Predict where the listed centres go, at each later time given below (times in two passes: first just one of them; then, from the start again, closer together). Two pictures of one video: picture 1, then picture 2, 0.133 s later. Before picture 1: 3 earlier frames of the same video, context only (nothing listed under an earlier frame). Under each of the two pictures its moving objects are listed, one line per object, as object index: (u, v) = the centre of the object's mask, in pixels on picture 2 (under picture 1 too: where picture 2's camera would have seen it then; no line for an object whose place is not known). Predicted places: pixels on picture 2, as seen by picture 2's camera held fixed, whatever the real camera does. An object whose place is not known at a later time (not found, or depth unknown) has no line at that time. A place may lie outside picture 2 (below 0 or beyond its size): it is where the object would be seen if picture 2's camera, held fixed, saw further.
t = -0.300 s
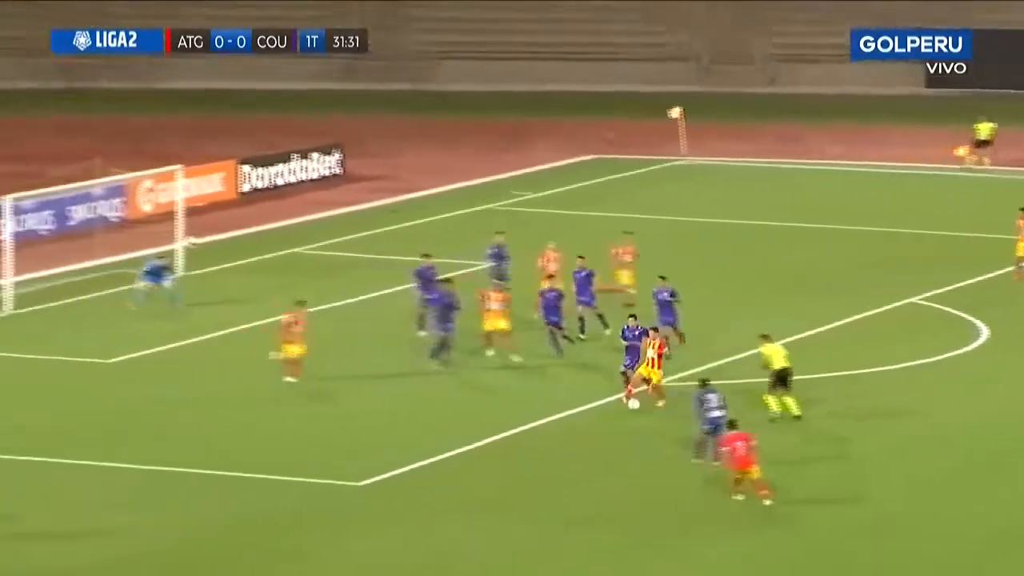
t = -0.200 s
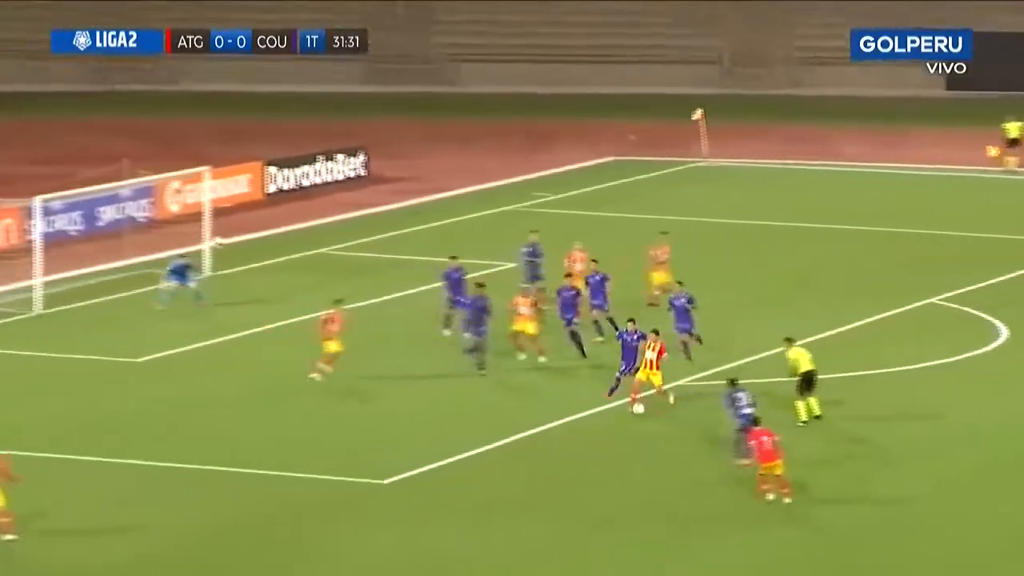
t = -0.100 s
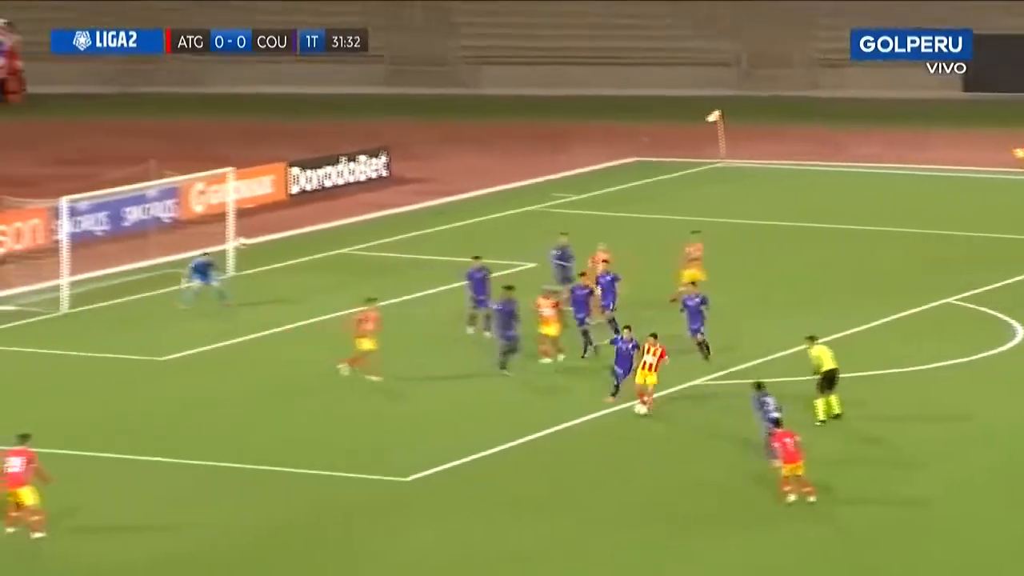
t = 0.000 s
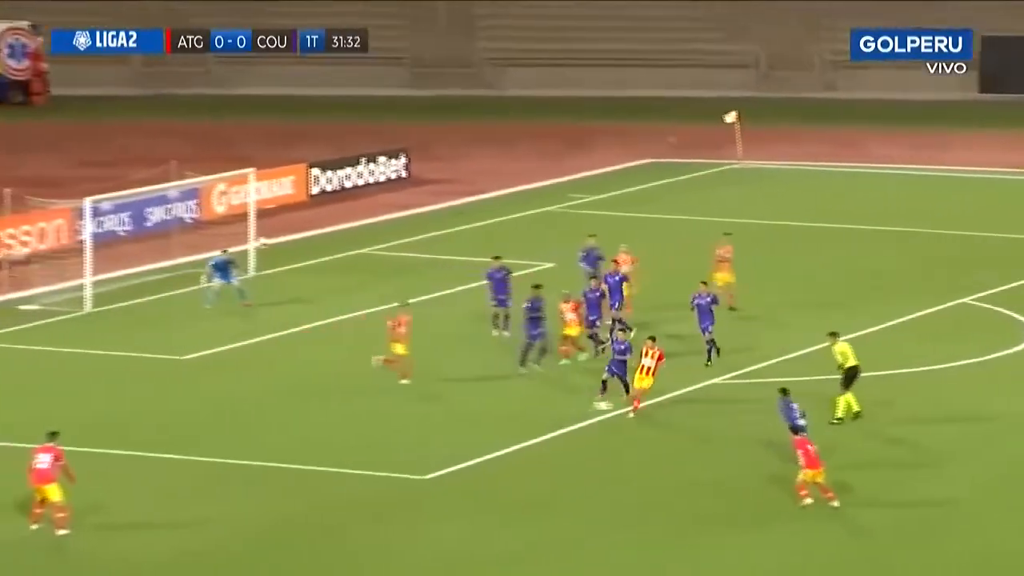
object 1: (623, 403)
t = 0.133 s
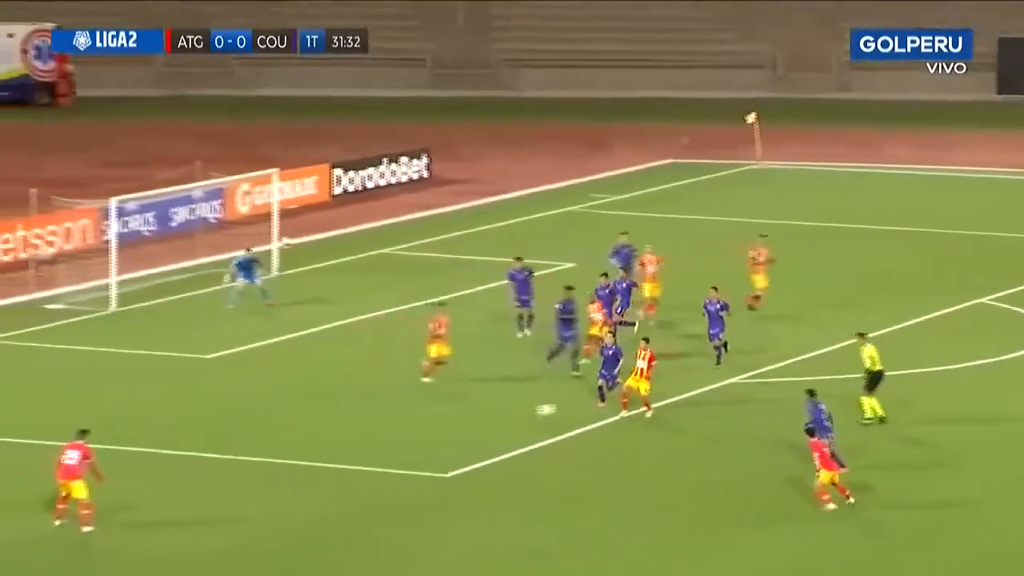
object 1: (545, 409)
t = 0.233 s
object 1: (487, 418)
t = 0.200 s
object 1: (507, 414)
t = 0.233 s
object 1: (487, 418)
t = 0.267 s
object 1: (468, 421)
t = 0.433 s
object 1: (366, 447)
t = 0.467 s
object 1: (345, 454)
